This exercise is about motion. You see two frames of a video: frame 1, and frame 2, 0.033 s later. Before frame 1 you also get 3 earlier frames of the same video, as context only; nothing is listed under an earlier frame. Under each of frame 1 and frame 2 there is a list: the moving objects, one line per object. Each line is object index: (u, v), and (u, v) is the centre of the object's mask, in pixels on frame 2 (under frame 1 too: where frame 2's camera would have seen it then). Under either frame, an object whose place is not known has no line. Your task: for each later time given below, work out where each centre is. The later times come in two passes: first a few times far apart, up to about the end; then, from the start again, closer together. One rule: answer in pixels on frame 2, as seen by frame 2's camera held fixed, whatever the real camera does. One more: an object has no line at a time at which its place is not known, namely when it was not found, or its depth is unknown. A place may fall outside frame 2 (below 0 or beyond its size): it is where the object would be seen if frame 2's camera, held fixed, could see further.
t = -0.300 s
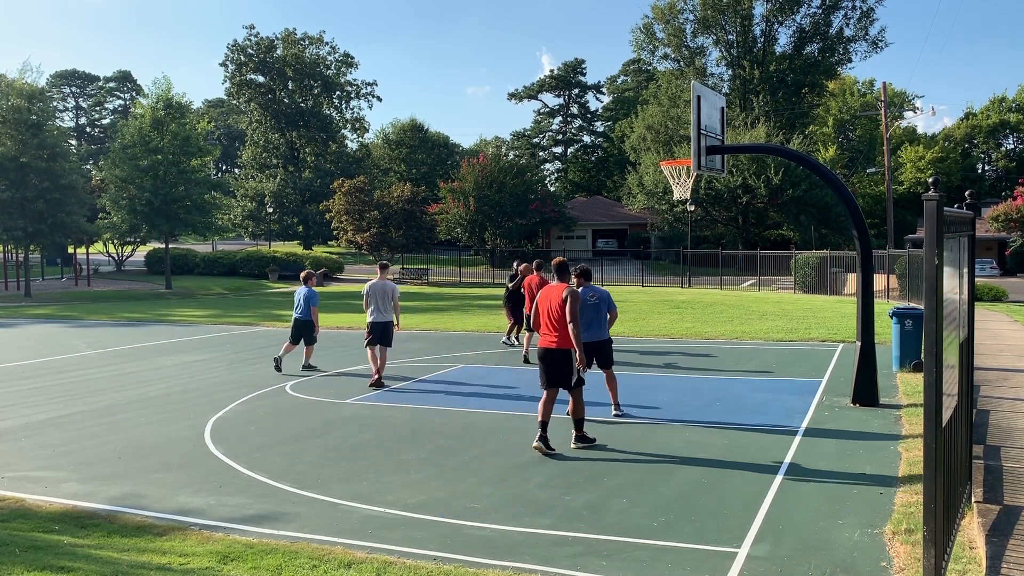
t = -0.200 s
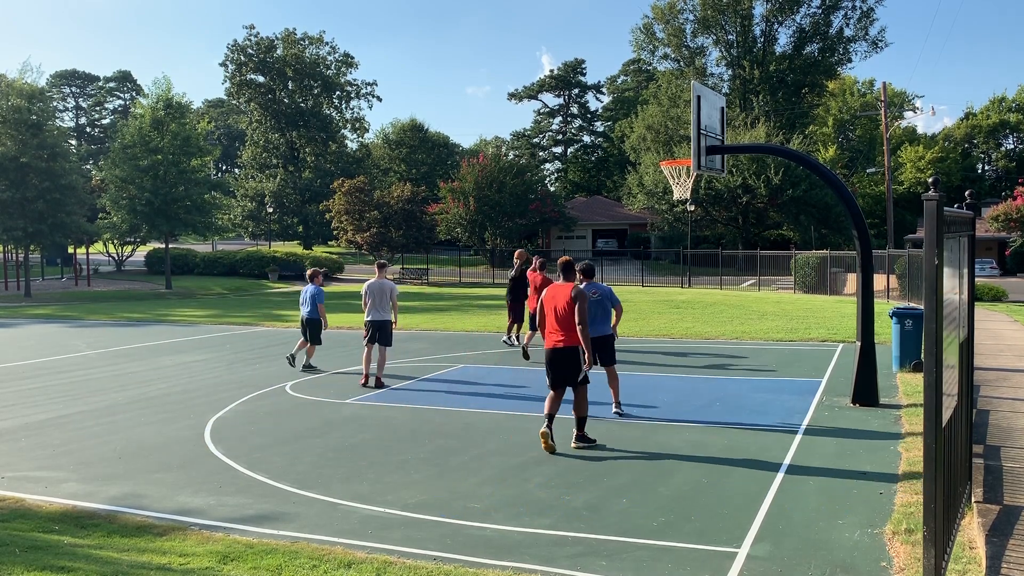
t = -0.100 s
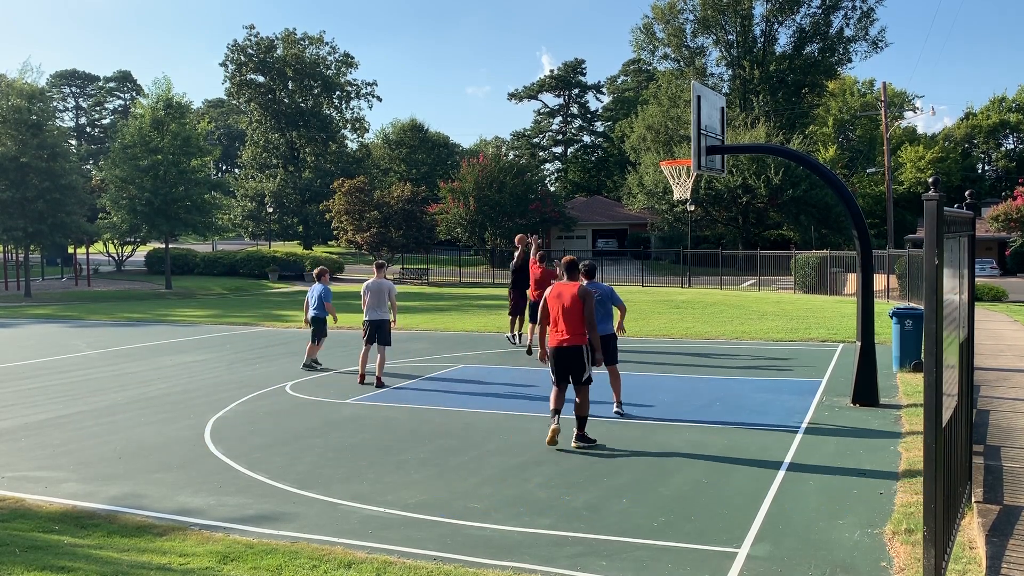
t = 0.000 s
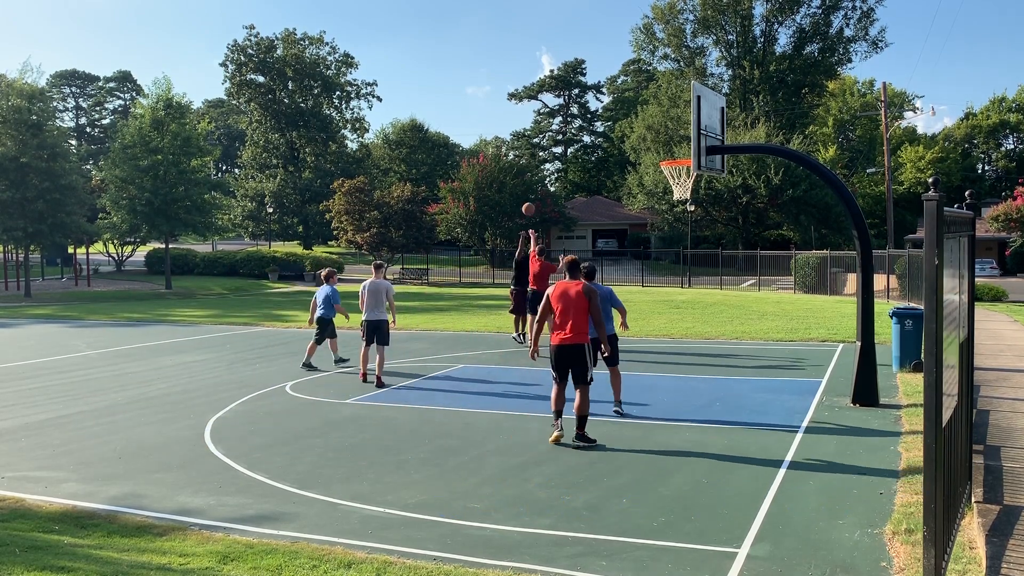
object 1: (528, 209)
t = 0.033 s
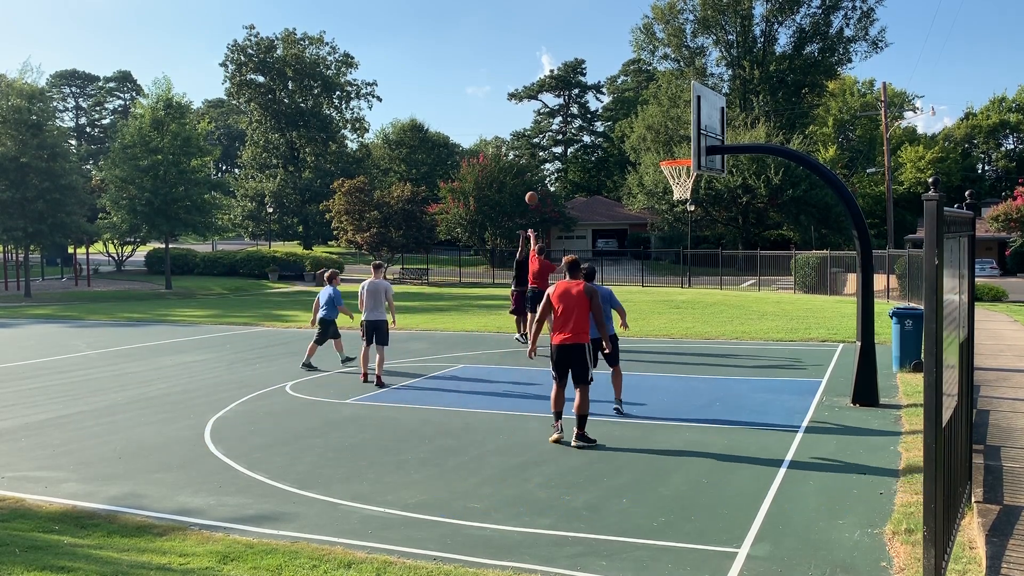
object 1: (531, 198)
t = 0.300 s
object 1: (560, 124)
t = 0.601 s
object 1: (597, 77)
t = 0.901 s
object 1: (640, 81)
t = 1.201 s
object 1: (688, 153)
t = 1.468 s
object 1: (608, 103)
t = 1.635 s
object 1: (554, 98)
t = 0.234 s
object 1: (552, 140)
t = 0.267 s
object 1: (556, 131)
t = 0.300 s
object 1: (560, 124)
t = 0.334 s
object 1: (564, 117)
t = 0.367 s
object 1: (567, 110)
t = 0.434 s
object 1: (575, 97)
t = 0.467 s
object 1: (579, 92)
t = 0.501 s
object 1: (583, 88)
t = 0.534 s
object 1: (588, 83)
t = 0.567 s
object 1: (592, 80)
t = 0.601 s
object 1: (597, 77)
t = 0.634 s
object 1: (601, 75)
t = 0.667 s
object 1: (606, 73)
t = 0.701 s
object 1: (610, 72)
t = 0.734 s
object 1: (615, 72)
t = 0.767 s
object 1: (620, 72)
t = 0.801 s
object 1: (625, 73)
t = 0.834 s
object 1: (631, 74)
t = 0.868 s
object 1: (635, 77)
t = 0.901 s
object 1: (640, 81)
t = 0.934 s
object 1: (646, 86)
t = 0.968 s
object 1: (651, 91)
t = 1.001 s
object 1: (657, 98)
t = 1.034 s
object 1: (663, 105)
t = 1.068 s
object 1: (669, 113)
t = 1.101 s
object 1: (675, 122)
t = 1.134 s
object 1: (681, 132)
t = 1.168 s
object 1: (685, 143)
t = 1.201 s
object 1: (688, 153)
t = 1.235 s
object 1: (683, 146)
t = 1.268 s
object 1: (673, 137)
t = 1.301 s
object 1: (662, 130)
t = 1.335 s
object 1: (651, 122)
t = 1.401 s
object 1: (630, 111)
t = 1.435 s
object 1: (619, 107)
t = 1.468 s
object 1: (608, 103)
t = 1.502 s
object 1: (597, 100)
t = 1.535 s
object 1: (587, 99)
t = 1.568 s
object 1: (576, 98)
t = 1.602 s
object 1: (565, 97)
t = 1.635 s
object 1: (554, 98)
